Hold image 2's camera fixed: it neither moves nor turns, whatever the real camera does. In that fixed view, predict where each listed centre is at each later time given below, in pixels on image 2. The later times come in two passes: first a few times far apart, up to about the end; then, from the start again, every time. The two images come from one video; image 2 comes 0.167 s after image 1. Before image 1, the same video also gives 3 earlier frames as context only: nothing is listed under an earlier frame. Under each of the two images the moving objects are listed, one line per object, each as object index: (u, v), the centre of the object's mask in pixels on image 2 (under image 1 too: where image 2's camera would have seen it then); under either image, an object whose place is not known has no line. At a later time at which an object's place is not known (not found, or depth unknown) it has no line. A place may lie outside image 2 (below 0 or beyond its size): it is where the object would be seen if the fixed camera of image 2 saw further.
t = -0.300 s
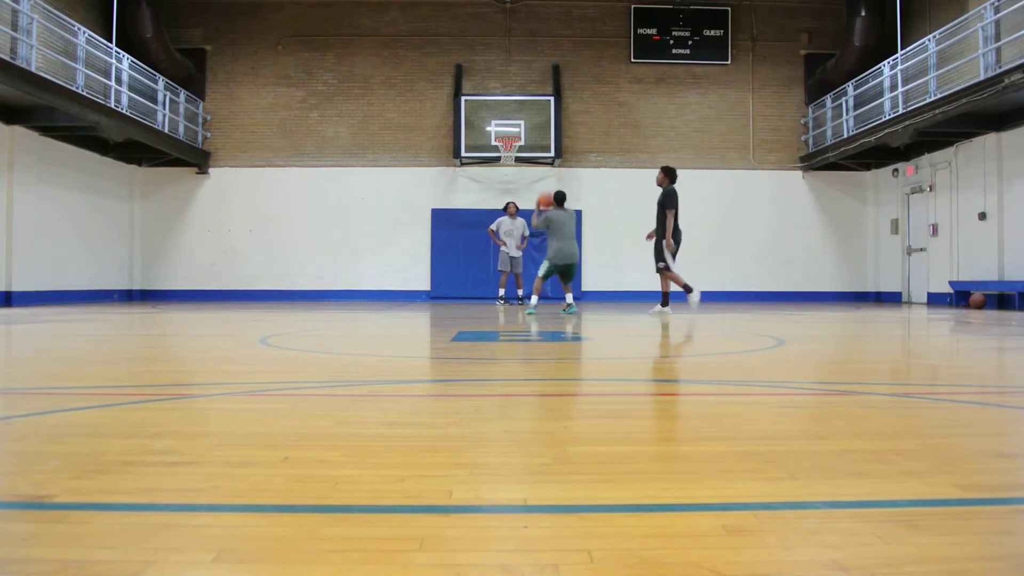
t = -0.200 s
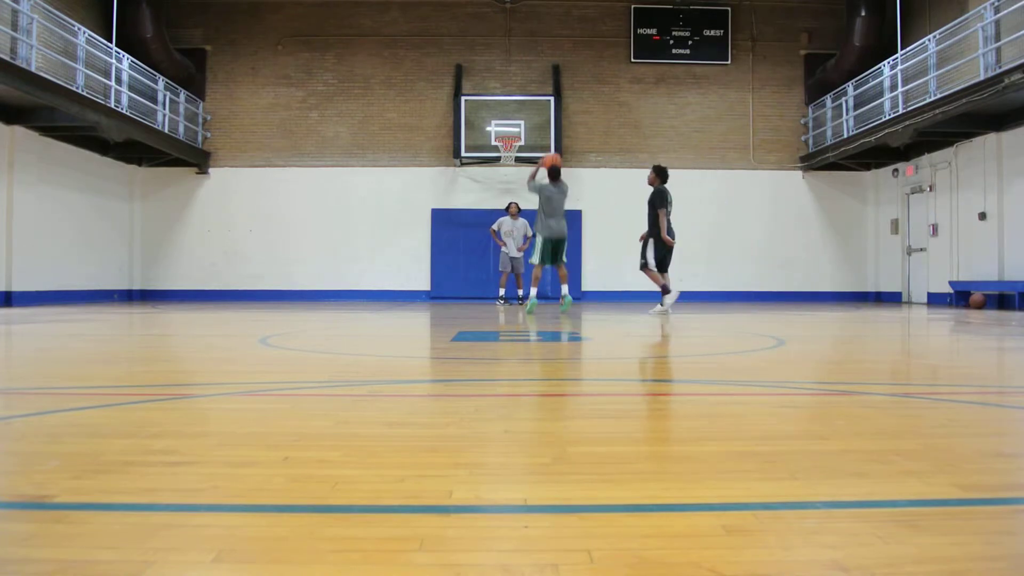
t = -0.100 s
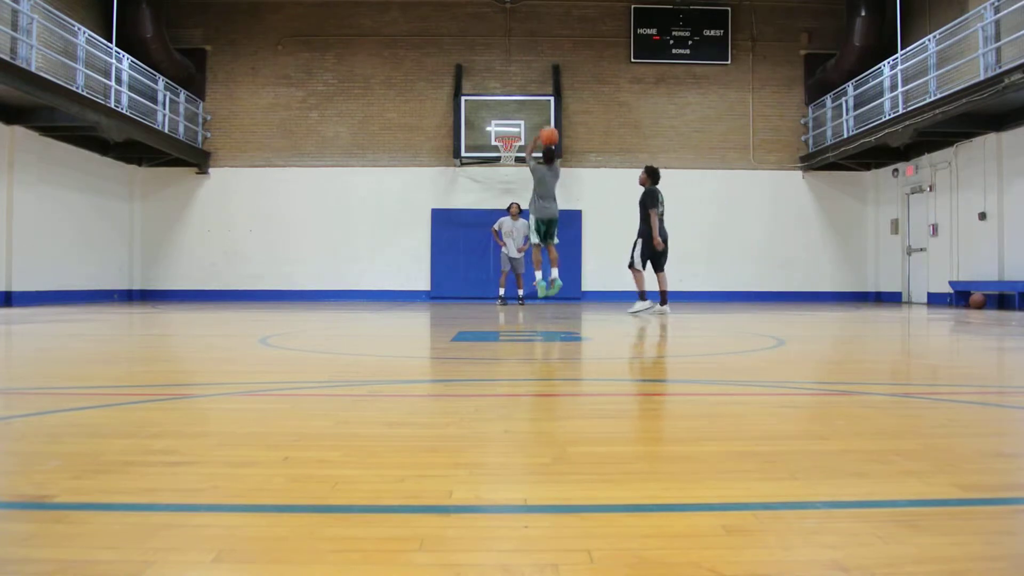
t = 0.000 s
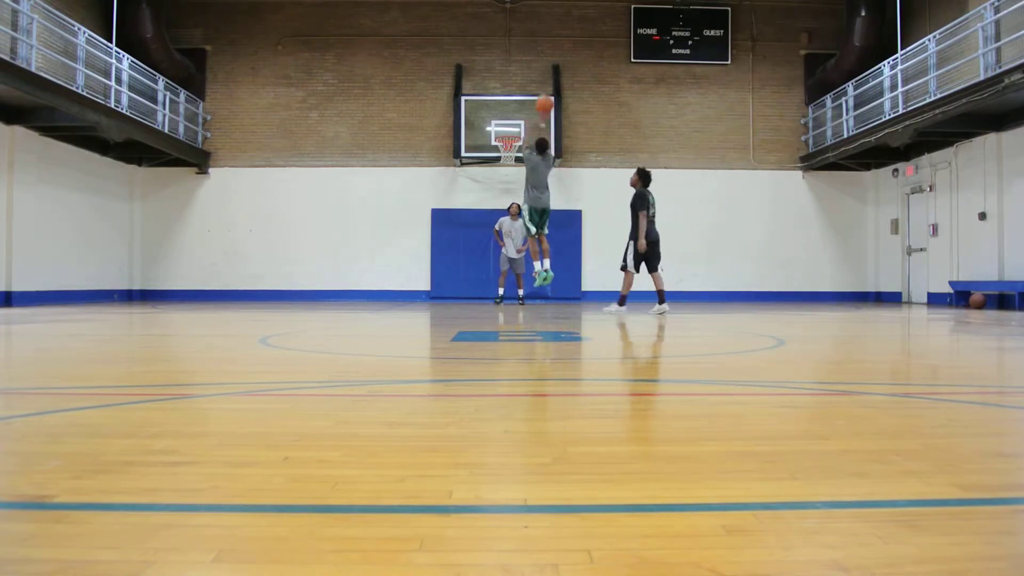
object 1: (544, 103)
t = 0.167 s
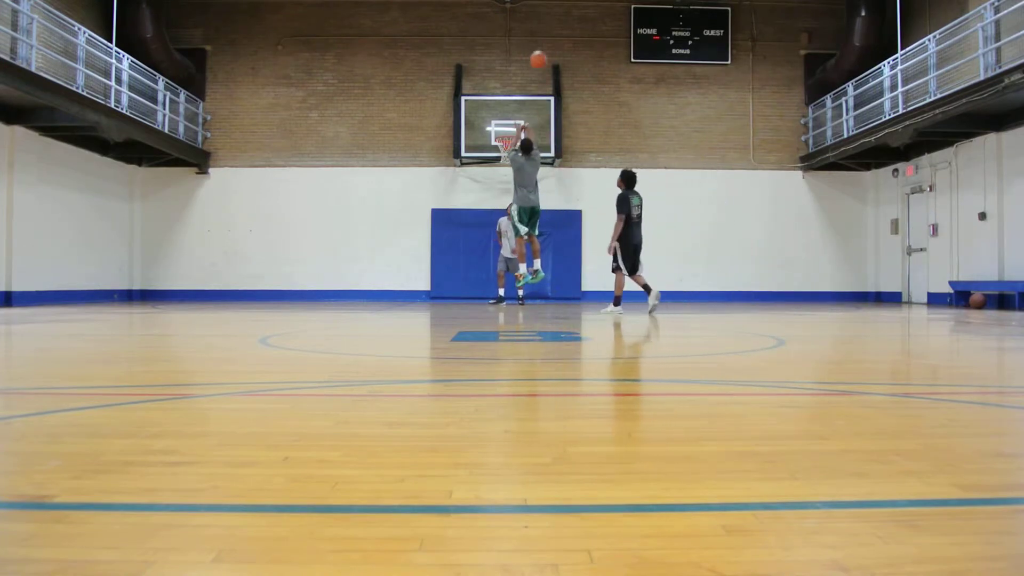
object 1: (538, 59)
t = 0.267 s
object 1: (536, 44)
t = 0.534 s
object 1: (529, 40)
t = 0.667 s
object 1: (526, 52)
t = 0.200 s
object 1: (538, 53)
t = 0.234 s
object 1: (537, 49)
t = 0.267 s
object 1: (536, 44)
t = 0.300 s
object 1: (535, 41)
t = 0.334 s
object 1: (534, 39)
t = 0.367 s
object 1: (533, 38)
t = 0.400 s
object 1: (532, 37)
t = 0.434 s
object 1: (531, 37)
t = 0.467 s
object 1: (531, 37)
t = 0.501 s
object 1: (530, 38)
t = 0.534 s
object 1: (529, 40)
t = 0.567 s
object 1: (528, 43)
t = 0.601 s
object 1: (528, 44)
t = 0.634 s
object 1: (527, 48)
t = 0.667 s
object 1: (526, 52)
